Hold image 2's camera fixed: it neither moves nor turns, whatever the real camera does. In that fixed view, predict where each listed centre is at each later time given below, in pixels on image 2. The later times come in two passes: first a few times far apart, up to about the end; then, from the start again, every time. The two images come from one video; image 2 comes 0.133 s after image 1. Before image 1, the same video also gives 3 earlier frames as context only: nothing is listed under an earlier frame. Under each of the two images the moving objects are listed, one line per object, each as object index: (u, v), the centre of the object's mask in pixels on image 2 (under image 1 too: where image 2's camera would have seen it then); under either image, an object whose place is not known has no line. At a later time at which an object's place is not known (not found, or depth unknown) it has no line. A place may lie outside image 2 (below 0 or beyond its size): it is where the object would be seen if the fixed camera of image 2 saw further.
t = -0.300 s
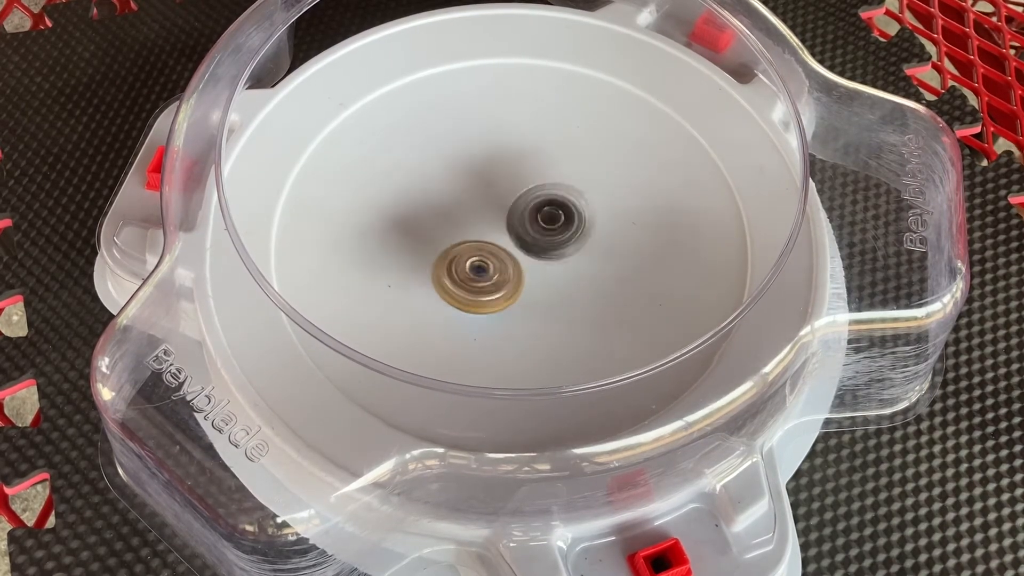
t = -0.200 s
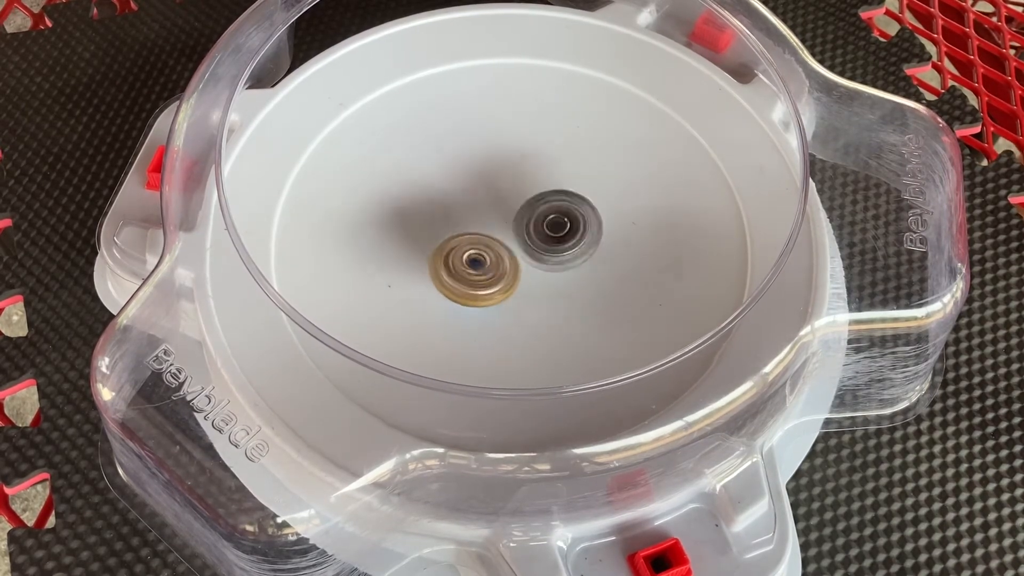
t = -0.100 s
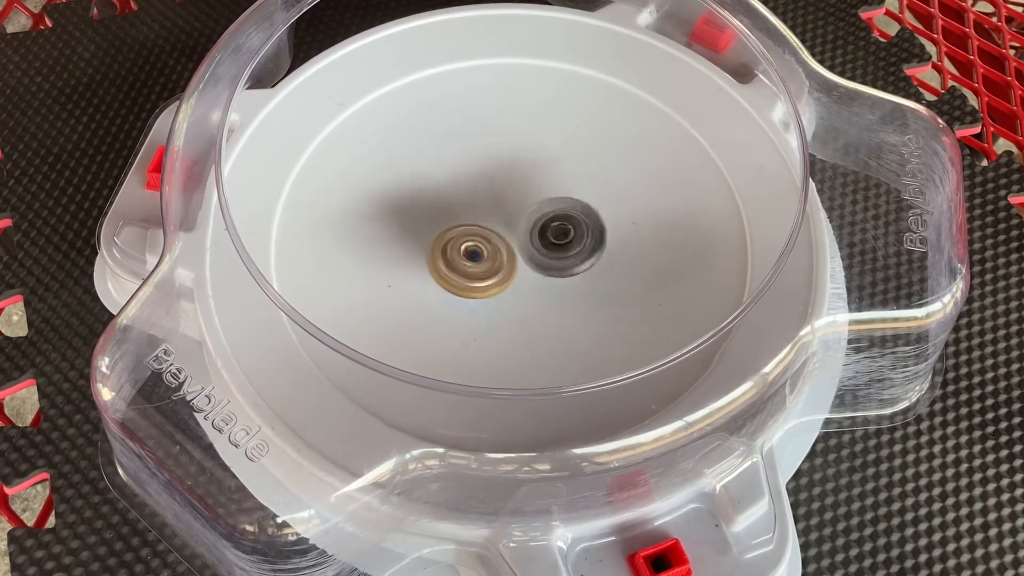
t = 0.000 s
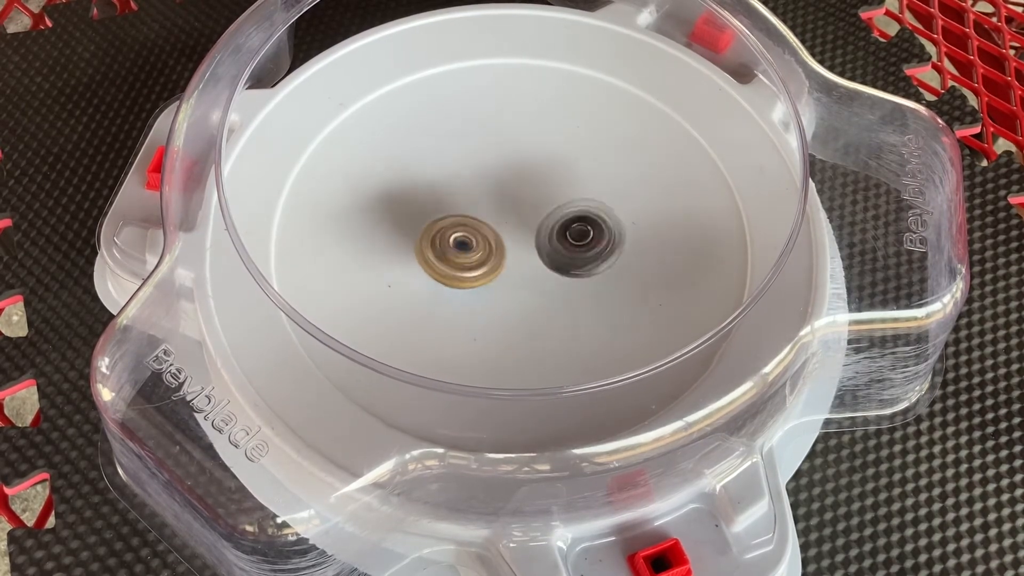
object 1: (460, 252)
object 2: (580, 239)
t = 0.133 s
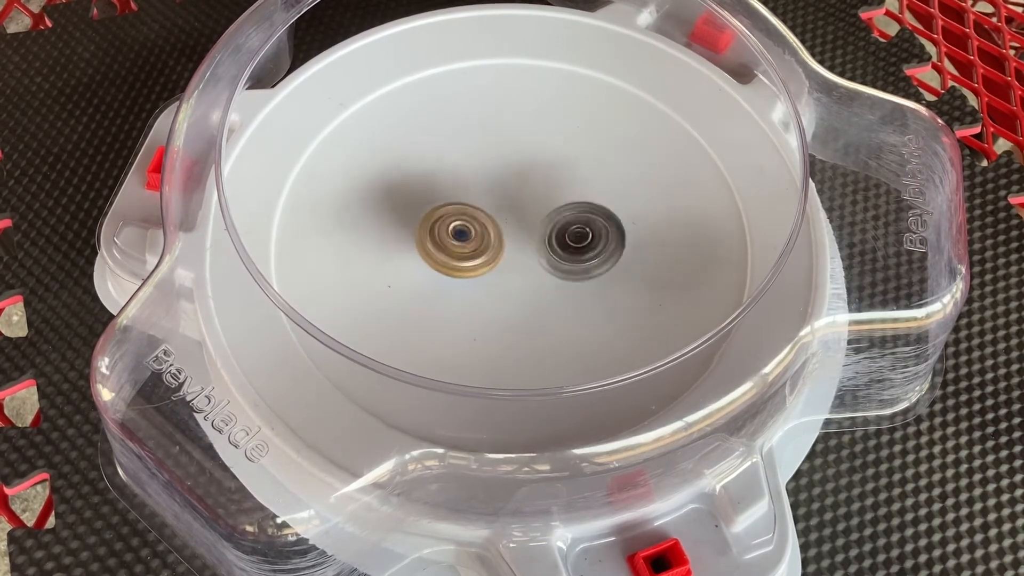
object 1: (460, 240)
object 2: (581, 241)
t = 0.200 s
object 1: (461, 235)
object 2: (571, 245)
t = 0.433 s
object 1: (468, 219)
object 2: (544, 270)
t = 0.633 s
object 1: (486, 212)
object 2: (525, 288)
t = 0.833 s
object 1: (512, 213)
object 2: (505, 292)
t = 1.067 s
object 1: (541, 217)
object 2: (476, 282)
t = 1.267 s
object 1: (570, 221)
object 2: (460, 267)
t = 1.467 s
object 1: (581, 230)
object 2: (462, 241)
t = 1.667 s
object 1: (576, 242)
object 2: (475, 218)
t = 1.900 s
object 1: (556, 266)
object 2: (496, 198)
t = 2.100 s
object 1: (530, 283)
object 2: (523, 198)
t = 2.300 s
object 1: (500, 290)
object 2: (550, 210)
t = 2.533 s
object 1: (473, 283)
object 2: (565, 234)
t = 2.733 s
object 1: (460, 265)
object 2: (557, 256)
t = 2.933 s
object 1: (458, 241)
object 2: (546, 276)
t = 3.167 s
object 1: (472, 217)
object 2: (519, 284)
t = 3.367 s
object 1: (494, 201)
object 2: (500, 280)
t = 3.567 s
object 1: (522, 197)
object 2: (478, 262)
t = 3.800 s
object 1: (551, 204)
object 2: (469, 238)
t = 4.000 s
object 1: (572, 223)
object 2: (470, 221)
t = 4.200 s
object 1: (573, 247)
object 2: (483, 210)
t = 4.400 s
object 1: (561, 272)
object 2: (503, 207)
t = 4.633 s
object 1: (538, 300)
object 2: (521, 201)
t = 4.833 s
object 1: (511, 305)
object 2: (534, 211)
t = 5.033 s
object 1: (486, 294)
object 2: (540, 228)
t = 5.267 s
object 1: (457, 265)
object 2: (547, 239)
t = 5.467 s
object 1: (447, 233)
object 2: (553, 249)
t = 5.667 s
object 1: (460, 209)
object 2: (543, 255)
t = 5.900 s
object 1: (487, 189)
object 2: (533, 274)
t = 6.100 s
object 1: (517, 190)
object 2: (515, 275)
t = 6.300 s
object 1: (549, 203)
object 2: (493, 274)
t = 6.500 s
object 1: (567, 225)
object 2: (485, 267)
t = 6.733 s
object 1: (583, 249)
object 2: (448, 249)
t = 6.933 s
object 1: (559, 269)
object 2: (449, 230)
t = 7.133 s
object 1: (533, 290)
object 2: (463, 198)
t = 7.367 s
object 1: (509, 290)
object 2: (478, 165)
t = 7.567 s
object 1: (493, 269)
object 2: (514, 179)
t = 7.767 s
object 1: (474, 260)
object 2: (572, 185)
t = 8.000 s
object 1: (482, 246)
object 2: (586, 224)
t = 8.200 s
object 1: (491, 236)
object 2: (576, 266)
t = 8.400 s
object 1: (501, 227)
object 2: (542, 296)
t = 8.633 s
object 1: (517, 222)
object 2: (482, 294)
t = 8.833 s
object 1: (532, 226)
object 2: (449, 263)
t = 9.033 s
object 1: (544, 234)
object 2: (448, 224)
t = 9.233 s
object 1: (551, 254)
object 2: (470, 186)
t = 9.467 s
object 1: (539, 268)
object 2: (525, 179)
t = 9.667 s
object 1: (516, 270)
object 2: (569, 204)
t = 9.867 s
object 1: (493, 261)
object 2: (586, 240)
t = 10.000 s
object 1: (478, 247)
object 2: (583, 266)
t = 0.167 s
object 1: (459, 238)
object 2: (575, 243)
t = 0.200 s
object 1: (461, 235)
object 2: (571, 245)
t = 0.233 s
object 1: (461, 233)
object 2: (566, 248)
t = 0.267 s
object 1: (462, 231)
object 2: (559, 248)
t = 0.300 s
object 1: (465, 229)
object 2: (557, 253)
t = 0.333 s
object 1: (466, 227)
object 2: (550, 256)
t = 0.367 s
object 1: (467, 224)
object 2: (549, 261)
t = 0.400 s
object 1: (467, 221)
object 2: (547, 265)
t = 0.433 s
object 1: (468, 219)
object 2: (544, 270)
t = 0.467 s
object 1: (470, 217)
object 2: (544, 274)
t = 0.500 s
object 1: (473, 216)
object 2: (539, 277)
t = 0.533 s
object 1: (476, 215)
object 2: (537, 281)
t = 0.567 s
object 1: (479, 214)
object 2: (535, 283)
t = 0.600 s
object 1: (482, 213)
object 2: (527, 286)
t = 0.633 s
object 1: (486, 212)
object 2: (525, 288)
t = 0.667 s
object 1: (490, 212)
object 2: (521, 288)
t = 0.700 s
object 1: (495, 211)
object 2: (518, 291)
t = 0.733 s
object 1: (499, 211)
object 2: (515, 291)
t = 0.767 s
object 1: (503, 212)
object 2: (510, 291)
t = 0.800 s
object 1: (508, 212)
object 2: (507, 293)
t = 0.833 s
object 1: (512, 213)
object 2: (505, 292)
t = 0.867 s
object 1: (516, 213)
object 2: (500, 291)
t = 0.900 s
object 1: (520, 214)
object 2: (497, 290)
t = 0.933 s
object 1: (523, 215)
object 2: (496, 289)
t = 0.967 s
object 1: (527, 216)
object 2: (490, 286)
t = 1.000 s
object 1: (530, 217)
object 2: (488, 284)
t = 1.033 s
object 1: (534, 218)
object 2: (485, 282)
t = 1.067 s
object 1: (541, 217)
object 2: (476, 282)
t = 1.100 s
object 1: (548, 216)
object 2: (471, 281)
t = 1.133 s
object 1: (553, 217)
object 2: (467, 278)
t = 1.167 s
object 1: (558, 217)
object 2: (463, 277)
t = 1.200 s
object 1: (563, 219)
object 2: (462, 274)
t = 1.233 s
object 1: (567, 219)
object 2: (460, 270)
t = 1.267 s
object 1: (570, 221)
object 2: (460, 267)
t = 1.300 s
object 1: (573, 221)
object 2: (459, 263)
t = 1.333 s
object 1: (575, 223)
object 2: (460, 258)
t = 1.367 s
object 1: (577, 224)
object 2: (461, 255)
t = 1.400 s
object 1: (579, 226)
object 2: (461, 250)
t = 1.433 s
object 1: (580, 228)
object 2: (462, 245)
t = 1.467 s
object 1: (581, 230)
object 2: (462, 241)
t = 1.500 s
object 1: (581, 231)
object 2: (464, 237)
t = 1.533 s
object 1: (581, 233)
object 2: (466, 232)
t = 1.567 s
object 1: (580, 235)
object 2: (464, 229)
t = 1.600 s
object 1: (580, 238)
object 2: (470, 226)
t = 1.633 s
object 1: (578, 240)
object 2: (473, 221)
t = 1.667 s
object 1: (576, 242)
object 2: (475, 218)
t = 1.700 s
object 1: (574, 245)
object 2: (480, 215)
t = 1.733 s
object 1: (571, 248)
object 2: (484, 211)
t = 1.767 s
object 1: (568, 252)
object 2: (486, 209)
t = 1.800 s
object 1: (565, 255)
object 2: (492, 206)
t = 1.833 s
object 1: (563, 260)
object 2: (492, 203)
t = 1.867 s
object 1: (560, 263)
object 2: (494, 201)
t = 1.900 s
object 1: (556, 266)
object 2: (496, 198)
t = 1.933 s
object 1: (553, 270)
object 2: (501, 197)
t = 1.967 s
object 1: (549, 272)
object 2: (505, 197)
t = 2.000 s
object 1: (544, 276)
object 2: (509, 197)
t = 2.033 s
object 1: (540, 278)
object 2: (514, 196)
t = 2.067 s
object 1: (535, 281)
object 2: (520, 197)
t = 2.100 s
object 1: (530, 283)
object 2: (523, 198)
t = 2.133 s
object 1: (525, 285)
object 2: (528, 199)
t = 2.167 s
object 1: (520, 286)
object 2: (533, 200)
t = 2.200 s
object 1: (515, 288)
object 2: (538, 203)
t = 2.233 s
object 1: (510, 289)
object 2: (539, 204)
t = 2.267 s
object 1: (505, 290)
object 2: (546, 206)
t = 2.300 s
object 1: (500, 290)
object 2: (550, 210)
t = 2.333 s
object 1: (496, 290)
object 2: (552, 213)
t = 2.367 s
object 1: (492, 290)
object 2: (553, 215)
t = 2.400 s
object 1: (487, 289)
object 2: (558, 220)
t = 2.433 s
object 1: (484, 288)
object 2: (560, 223)
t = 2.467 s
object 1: (480, 287)
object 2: (560, 227)
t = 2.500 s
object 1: (477, 285)
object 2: (562, 230)
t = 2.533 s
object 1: (473, 283)
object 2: (565, 234)
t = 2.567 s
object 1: (470, 281)
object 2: (565, 238)
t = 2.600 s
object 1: (468, 278)
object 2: (562, 242)
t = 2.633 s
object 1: (465, 275)
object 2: (563, 246)
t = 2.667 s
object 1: (463, 272)
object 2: (564, 250)
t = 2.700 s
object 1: (461, 269)
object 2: (561, 253)
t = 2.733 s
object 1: (460, 265)
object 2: (557, 256)
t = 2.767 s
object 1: (459, 262)
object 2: (557, 261)
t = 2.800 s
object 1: (458, 258)
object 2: (556, 264)
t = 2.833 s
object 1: (458, 254)
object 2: (552, 266)
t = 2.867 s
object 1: (458, 250)
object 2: (547, 268)
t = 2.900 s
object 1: (458, 245)
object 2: (547, 273)
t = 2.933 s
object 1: (458, 241)
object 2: (546, 276)
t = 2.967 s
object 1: (459, 237)
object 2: (541, 278)
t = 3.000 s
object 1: (461, 234)
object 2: (536, 280)
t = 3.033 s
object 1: (462, 230)
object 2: (535, 282)
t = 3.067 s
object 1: (464, 226)
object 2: (532, 282)
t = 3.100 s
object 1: (466, 224)
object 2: (526, 282)
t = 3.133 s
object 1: (469, 221)
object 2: (521, 283)
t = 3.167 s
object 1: (472, 217)
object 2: (519, 284)
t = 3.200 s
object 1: (475, 214)
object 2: (518, 285)
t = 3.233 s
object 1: (478, 210)
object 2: (512, 284)
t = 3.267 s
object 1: (482, 208)
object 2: (507, 284)
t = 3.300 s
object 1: (486, 205)
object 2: (505, 284)
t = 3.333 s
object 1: (490, 203)
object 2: (501, 282)
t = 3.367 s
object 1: (494, 201)
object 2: (500, 280)
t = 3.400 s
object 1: (498, 200)
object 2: (494, 278)
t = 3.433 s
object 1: (503, 198)
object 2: (490, 275)
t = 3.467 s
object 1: (508, 198)
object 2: (487, 272)
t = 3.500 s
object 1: (512, 197)
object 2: (484, 268)
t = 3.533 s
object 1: (517, 197)
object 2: (481, 265)
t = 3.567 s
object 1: (522, 197)
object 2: (478, 262)
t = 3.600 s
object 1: (527, 197)
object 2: (476, 259)
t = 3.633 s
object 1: (531, 197)
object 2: (473, 256)
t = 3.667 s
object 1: (536, 198)
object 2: (472, 252)
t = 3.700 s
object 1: (540, 199)
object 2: (470, 249)
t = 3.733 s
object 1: (544, 200)
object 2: (470, 246)
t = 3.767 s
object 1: (548, 202)
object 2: (469, 243)
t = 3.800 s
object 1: (551, 204)
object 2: (469, 238)
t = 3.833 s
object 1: (554, 206)
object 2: (470, 234)
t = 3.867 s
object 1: (557, 209)
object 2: (471, 231)
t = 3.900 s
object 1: (561, 212)
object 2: (472, 229)
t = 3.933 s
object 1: (566, 215)
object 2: (470, 227)
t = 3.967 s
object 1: (570, 218)
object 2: (469, 223)
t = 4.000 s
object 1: (572, 223)
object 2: (470, 221)
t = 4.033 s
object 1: (572, 226)
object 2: (471, 218)
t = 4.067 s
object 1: (574, 231)
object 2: (471, 217)
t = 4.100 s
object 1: (574, 235)
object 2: (476, 216)
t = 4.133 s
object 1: (574, 238)
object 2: (478, 213)
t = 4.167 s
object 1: (575, 242)
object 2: (481, 212)
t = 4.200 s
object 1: (573, 247)
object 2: (483, 210)
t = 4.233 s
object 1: (571, 251)
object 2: (485, 209)
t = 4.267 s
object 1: (570, 254)
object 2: (492, 210)
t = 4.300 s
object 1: (567, 259)
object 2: (496, 208)
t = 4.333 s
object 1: (566, 263)
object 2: (498, 207)
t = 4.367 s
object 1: (564, 268)
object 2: (501, 207)
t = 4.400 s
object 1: (561, 272)
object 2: (503, 207)
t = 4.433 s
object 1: (558, 275)
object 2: (507, 207)
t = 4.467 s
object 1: (555, 279)
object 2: (511, 209)
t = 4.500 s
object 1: (552, 284)
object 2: (514, 206)
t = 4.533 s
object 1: (549, 290)
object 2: (515, 202)
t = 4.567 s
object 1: (546, 294)
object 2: (516, 201)
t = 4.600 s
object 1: (542, 297)
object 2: (517, 200)
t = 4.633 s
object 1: (538, 300)
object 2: (521, 201)
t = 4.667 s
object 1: (534, 302)
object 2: (524, 203)
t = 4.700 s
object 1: (530, 304)
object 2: (526, 204)
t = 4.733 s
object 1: (525, 305)
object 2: (528, 205)
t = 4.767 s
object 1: (521, 306)
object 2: (530, 206)
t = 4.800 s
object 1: (516, 306)
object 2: (531, 208)
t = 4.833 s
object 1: (511, 305)
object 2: (534, 211)
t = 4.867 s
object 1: (507, 305)
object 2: (536, 215)
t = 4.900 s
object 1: (502, 303)
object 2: (538, 217)
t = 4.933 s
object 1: (498, 302)
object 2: (539, 220)
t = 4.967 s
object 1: (493, 299)
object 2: (540, 223)
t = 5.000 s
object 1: (489, 297)
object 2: (540, 226)
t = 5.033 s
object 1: (486, 294)
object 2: (540, 228)
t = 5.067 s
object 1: (479, 291)
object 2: (544, 231)
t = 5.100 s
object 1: (473, 289)
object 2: (548, 231)
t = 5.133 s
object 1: (468, 285)
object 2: (550, 232)
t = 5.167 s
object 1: (464, 280)
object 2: (550, 233)
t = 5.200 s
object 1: (462, 275)
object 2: (550, 235)
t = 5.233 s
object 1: (460, 271)
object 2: (548, 237)
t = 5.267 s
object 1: (457, 265)
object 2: (547, 239)
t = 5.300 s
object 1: (455, 260)
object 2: (548, 243)
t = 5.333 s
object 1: (455, 254)
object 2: (548, 244)
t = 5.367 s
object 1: (450, 249)
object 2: (553, 246)
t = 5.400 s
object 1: (449, 243)
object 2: (554, 247)
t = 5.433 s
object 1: (447, 239)
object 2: (555, 248)
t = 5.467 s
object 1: (447, 233)
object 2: (553, 249)
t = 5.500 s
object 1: (448, 228)
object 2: (551, 251)
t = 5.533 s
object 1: (449, 224)
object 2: (552, 253)
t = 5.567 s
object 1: (450, 220)
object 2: (551, 254)
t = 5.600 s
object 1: (452, 216)
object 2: (550, 255)
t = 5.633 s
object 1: (455, 212)
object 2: (548, 255)
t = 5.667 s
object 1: (460, 209)
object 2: (543, 255)
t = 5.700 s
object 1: (463, 207)
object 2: (539, 257)
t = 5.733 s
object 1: (467, 205)
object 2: (535, 258)
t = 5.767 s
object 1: (471, 203)
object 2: (534, 259)
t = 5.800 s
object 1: (475, 197)
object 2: (534, 265)
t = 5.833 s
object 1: (478, 193)
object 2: (534, 270)
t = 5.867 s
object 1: (482, 191)
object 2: (534, 272)
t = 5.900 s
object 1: (487, 189)
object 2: (533, 274)
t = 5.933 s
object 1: (491, 188)
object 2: (529, 274)
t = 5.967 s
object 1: (497, 188)
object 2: (527, 274)
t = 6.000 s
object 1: (502, 188)
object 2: (523, 274)
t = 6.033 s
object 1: (507, 188)
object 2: (520, 275)
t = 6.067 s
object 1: (512, 189)
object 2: (518, 275)
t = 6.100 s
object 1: (517, 190)
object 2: (515, 275)
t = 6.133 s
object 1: (522, 192)
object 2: (513, 274)
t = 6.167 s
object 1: (528, 195)
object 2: (510, 273)
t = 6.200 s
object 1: (532, 197)
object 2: (510, 271)
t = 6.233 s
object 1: (537, 200)
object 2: (505, 270)
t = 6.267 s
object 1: (544, 200)
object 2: (498, 272)
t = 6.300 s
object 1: (549, 203)
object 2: (493, 274)
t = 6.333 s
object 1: (553, 206)
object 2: (490, 275)
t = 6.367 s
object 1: (557, 209)
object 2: (488, 274)
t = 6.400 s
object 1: (560, 212)
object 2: (487, 273)
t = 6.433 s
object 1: (563, 216)
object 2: (486, 272)
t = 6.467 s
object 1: (566, 220)
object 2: (485, 270)
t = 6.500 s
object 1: (567, 225)
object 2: (485, 267)
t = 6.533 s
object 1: (568, 230)
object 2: (485, 264)
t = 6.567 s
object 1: (569, 234)
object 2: (484, 261)
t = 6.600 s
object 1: (579, 236)
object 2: (471, 258)
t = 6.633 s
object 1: (584, 239)
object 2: (461, 256)
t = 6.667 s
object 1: (584, 242)
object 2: (454, 254)
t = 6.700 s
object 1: (585, 245)
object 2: (450, 252)
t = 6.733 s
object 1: (583, 249)
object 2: (448, 249)
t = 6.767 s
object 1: (580, 253)
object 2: (446, 246)
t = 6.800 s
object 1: (577, 257)
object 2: (445, 243)
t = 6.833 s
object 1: (574, 260)
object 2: (444, 240)
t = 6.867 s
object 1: (569, 264)
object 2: (444, 236)
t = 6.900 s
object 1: (565, 266)
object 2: (447, 233)
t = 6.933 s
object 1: (559, 269)
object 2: (449, 230)
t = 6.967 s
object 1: (554, 271)
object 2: (452, 227)
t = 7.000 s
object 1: (548, 273)
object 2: (456, 225)
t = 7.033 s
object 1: (541, 275)
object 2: (459, 223)
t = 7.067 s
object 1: (535, 276)
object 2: (464, 221)
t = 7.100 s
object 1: (533, 281)
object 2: (466, 213)
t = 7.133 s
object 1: (533, 290)
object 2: (463, 198)
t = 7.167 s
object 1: (532, 295)
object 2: (461, 187)
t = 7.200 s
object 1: (528, 296)
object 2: (462, 179)
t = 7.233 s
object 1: (525, 296)
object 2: (464, 173)
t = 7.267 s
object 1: (521, 295)
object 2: (466, 169)
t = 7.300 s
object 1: (517, 294)
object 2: (469, 166)
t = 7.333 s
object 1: (513, 292)
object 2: (473, 165)
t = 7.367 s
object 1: (509, 290)
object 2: (478, 165)
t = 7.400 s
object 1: (506, 287)
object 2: (484, 165)
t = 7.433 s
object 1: (502, 285)
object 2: (489, 167)
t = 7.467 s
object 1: (500, 281)
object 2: (495, 169)
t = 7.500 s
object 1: (497, 277)
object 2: (502, 172)
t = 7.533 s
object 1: (495, 273)
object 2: (508, 176)
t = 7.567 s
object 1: (493, 269)
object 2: (514, 179)
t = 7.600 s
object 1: (492, 265)
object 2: (521, 183)
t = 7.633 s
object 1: (491, 260)
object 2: (527, 188)
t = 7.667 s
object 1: (484, 262)
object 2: (540, 186)
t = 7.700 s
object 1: (477, 263)
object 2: (554, 183)
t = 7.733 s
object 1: (474, 263)
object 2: (565, 183)
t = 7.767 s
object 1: (474, 260)
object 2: (572, 185)
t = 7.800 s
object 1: (474, 258)
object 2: (577, 188)
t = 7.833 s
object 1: (474, 256)
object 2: (581, 193)
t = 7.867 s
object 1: (475, 254)
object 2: (583, 198)
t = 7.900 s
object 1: (477, 252)
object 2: (586, 204)
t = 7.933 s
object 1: (478, 250)
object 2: (586, 210)
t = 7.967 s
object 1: (480, 248)
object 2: (586, 217)
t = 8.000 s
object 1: (482, 246)
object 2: (586, 224)
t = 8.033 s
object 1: (485, 245)
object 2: (584, 231)
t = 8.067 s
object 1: (487, 244)
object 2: (581, 239)
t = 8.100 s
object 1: (489, 241)
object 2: (580, 245)
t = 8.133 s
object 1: (489, 239)
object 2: (581, 253)
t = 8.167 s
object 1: (491, 237)
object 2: (579, 260)
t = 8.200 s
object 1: (491, 236)
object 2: (576, 266)
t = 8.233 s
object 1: (493, 233)
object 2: (572, 272)
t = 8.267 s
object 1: (494, 233)
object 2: (567, 278)
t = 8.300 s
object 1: (495, 231)
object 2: (562, 283)
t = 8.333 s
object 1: (498, 230)
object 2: (557, 288)
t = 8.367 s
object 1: (499, 228)
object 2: (550, 292)
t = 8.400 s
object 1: (501, 227)
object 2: (542, 296)
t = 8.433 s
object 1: (503, 226)
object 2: (534, 298)
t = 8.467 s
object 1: (505, 226)
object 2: (526, 299)
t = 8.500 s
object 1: (507, 225)
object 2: (516, 300)
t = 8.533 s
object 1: (510, 224)
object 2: (507, 301)
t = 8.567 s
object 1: (512, 223)
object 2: (498, 300)
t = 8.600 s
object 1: (515, 222)
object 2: (490, 298)
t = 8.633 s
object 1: (517, 222)
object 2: (482, 294)
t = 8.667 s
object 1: (519, 222)
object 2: (476, 291)
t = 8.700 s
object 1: (522, 223)
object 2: (470, 286)
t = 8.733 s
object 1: (524, 223)
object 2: (465, 280)
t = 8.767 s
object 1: (527, 224)
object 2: (459, 274)
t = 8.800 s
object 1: (531, 225)
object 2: (453, 269)
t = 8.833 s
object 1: (532, 226)
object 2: (449, 263)
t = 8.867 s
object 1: (535, 226)
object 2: (446, 255)
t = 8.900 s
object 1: (537, 228)
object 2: (444, 249)
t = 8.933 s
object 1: (539, 229)
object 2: (444, 242)
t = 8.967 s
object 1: (541, 231)
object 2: (444, 236)
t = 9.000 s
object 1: (543, 233)
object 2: (446, 230)
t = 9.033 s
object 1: (544, 234)
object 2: (448, 224)
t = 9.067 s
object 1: (544, 236)
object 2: (452, 218)
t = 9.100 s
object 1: (545, 238)
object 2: (457, 212)
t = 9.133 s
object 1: (545, 240)
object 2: (460, 205)
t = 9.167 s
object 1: (547, 244)
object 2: (462, 199)
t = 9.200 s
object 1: (551, 250)
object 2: (465, 191)
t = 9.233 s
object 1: (551, 254)
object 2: (470, 186)
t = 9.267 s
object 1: (550, 256)
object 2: (476, 182)
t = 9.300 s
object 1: (550, 258)
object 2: (482, 179)
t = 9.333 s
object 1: (549, 261)
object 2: (490, 178)
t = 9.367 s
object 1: (547, 263)
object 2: (499, 177)
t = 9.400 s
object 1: (545, 265)
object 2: (507, 177)
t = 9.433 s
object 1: (543, 266)
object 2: (517, 177)
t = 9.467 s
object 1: (539, 268)
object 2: (525, 179)
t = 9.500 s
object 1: (536, 269)
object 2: (532, 182)
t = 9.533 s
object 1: (533, 270)
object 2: (539, 185)
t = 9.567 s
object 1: (529, 270)
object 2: (547, 190)
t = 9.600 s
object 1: (526, 270)
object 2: (554, 195)
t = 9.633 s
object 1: (522, 270)
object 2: (562, 200)
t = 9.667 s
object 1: (516, 270)
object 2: (569, 204)
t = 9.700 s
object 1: (511, 269)
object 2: (577, 208)
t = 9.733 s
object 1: (507, 268)
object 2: (581, 214)
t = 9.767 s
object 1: (503, 267)
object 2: (584, 219)
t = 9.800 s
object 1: (499, 266)
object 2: (586, 226)
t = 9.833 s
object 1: (496, 264)
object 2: (586, 232)
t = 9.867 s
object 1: (493, 261)
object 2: (586, 240)
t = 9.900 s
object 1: (491, 259)
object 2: (583, 246)
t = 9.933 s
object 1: (490, 256)
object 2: (581, 252)
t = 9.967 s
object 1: (485, 252)
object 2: (581, 259)
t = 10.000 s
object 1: (478, 247)
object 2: (583, 266)
